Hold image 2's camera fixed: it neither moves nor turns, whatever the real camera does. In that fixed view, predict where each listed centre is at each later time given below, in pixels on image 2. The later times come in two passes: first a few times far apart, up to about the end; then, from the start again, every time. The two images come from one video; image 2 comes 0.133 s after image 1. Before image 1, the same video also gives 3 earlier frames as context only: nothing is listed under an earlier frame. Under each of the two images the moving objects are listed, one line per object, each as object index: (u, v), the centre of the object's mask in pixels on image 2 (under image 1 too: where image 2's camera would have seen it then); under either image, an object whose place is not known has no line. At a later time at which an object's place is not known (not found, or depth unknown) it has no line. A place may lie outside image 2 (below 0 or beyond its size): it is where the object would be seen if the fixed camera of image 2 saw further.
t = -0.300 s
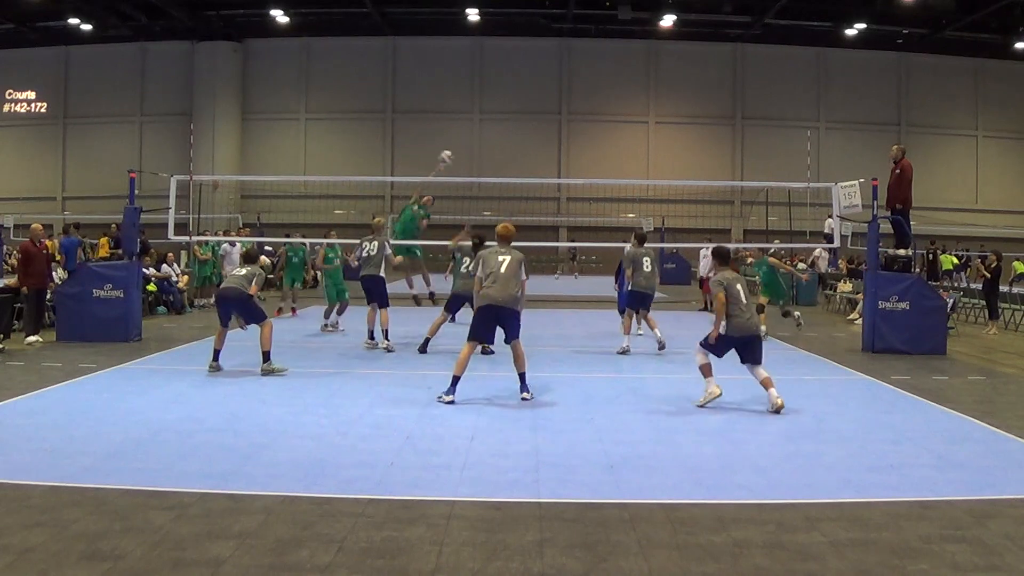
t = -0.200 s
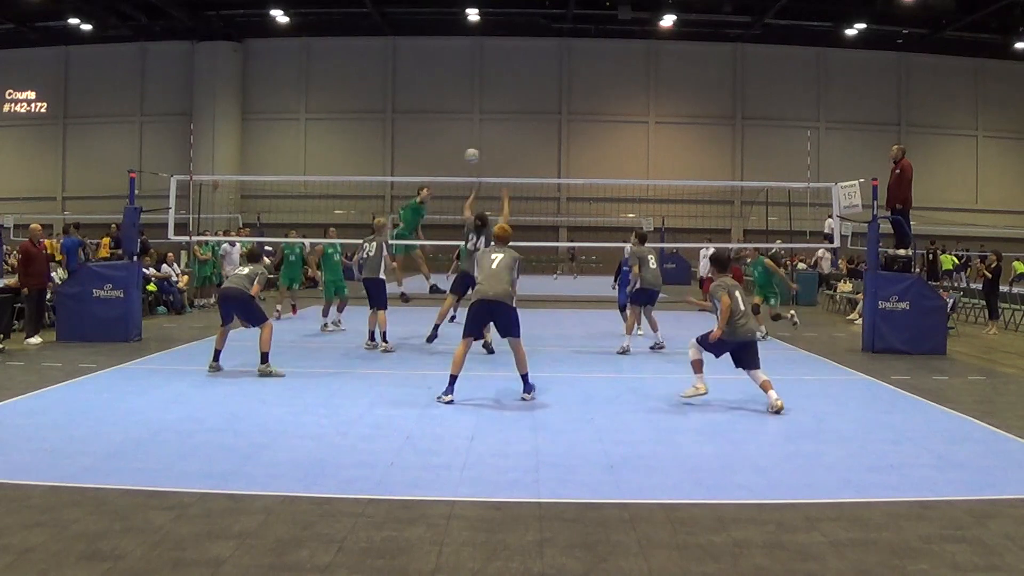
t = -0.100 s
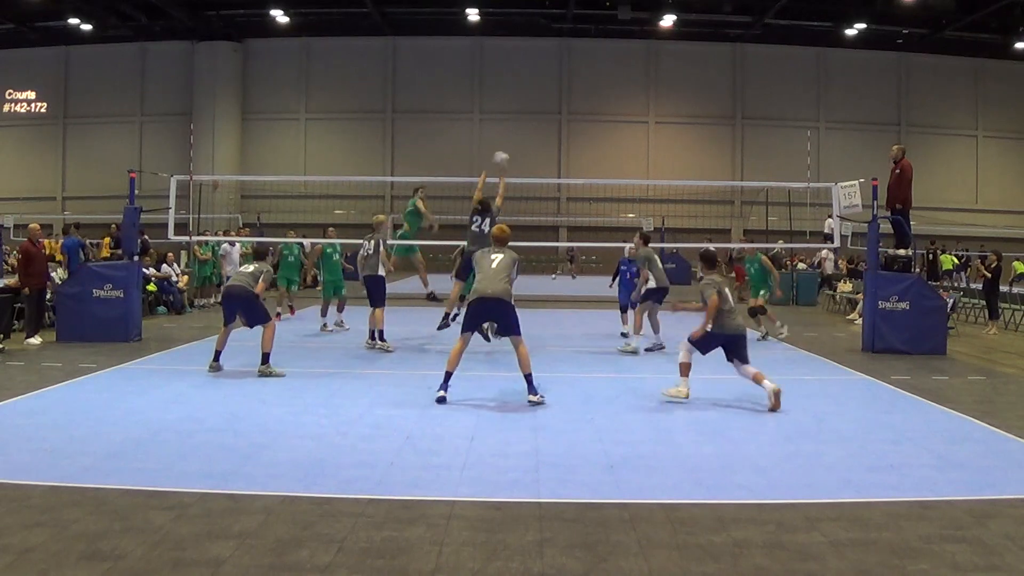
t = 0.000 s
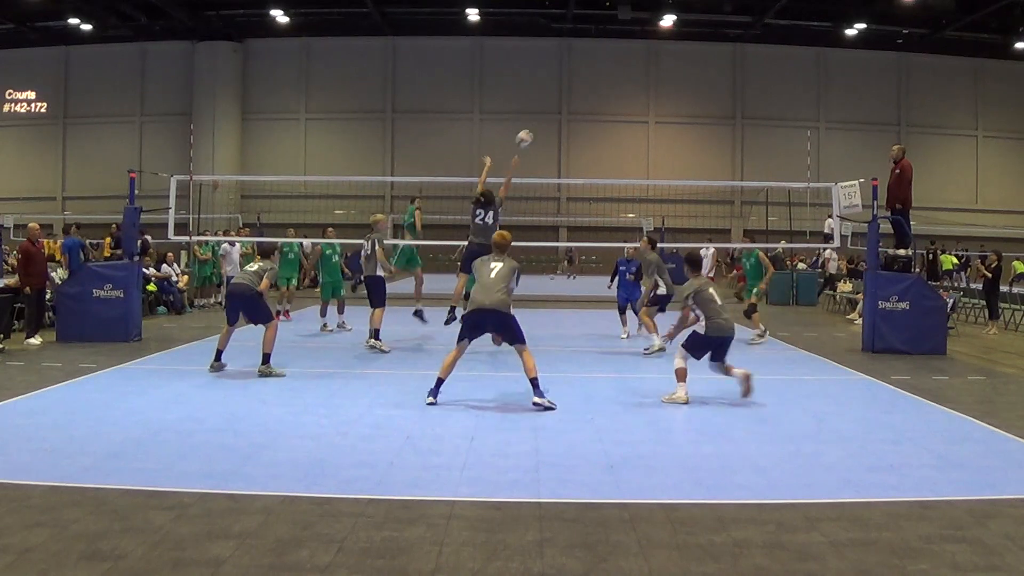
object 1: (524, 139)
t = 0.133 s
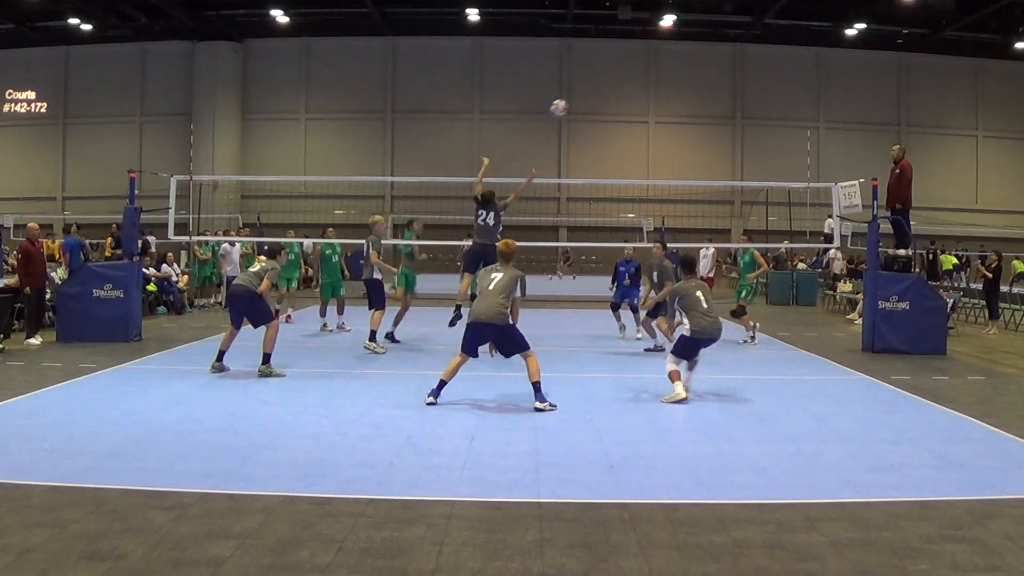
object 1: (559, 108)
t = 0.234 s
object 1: (585, 93)
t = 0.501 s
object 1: (656, 89)
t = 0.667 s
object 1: (701, 114)
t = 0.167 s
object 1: (567, 103)
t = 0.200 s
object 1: (576, 98)
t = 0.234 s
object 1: (585, 93)
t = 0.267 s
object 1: (594, 90)
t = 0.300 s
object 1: (602, 87)
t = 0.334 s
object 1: (611, 85)
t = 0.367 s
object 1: (619, 84)
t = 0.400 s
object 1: (628, 84)
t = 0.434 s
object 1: (638, 85)
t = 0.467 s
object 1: (646, 86)
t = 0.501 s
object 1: (656, 89)
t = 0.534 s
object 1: (665, 92)
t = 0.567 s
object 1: (673, 96)
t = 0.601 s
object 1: (683, 101)
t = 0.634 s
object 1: (692, 106)
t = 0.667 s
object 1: (701, 114)
